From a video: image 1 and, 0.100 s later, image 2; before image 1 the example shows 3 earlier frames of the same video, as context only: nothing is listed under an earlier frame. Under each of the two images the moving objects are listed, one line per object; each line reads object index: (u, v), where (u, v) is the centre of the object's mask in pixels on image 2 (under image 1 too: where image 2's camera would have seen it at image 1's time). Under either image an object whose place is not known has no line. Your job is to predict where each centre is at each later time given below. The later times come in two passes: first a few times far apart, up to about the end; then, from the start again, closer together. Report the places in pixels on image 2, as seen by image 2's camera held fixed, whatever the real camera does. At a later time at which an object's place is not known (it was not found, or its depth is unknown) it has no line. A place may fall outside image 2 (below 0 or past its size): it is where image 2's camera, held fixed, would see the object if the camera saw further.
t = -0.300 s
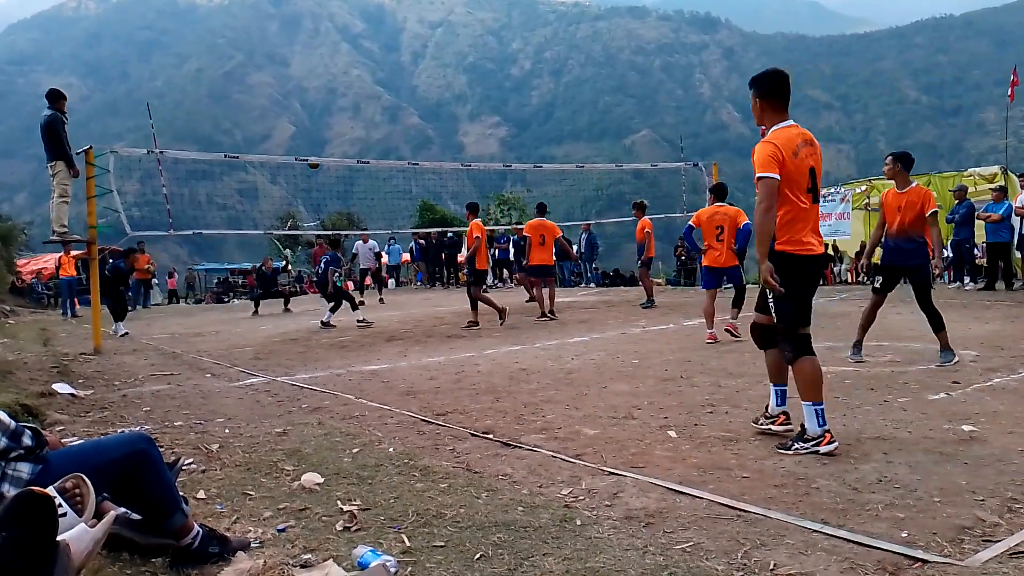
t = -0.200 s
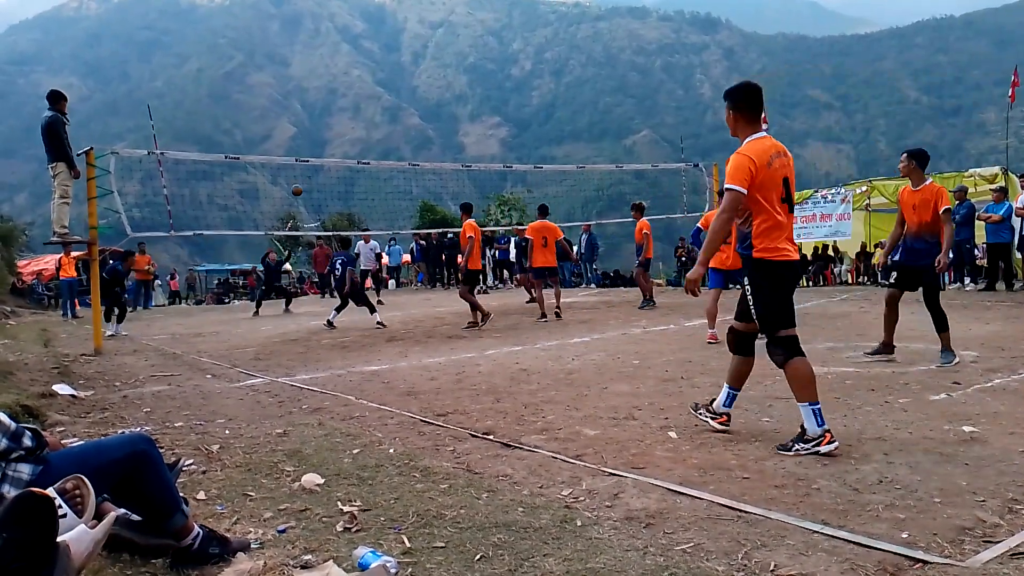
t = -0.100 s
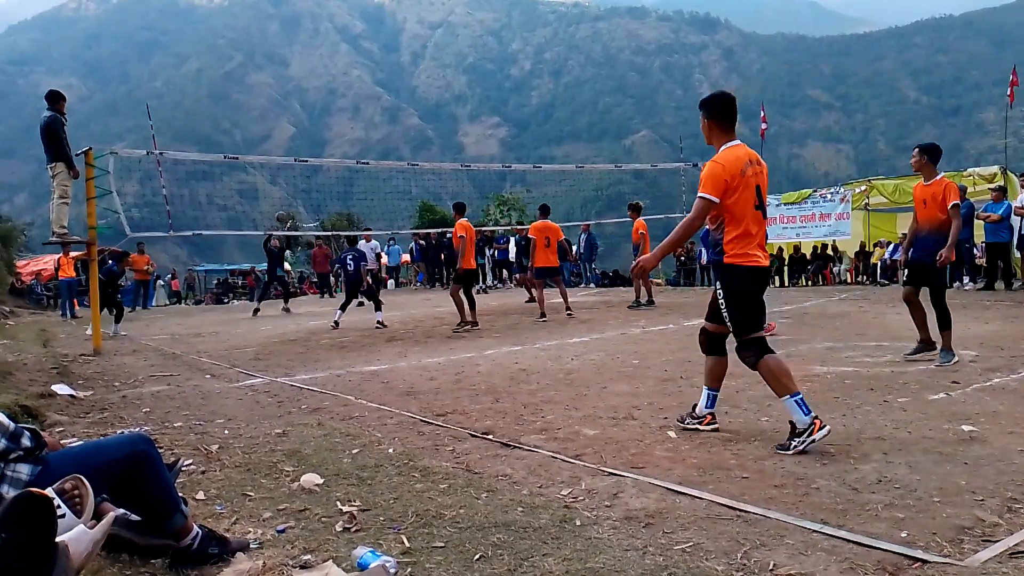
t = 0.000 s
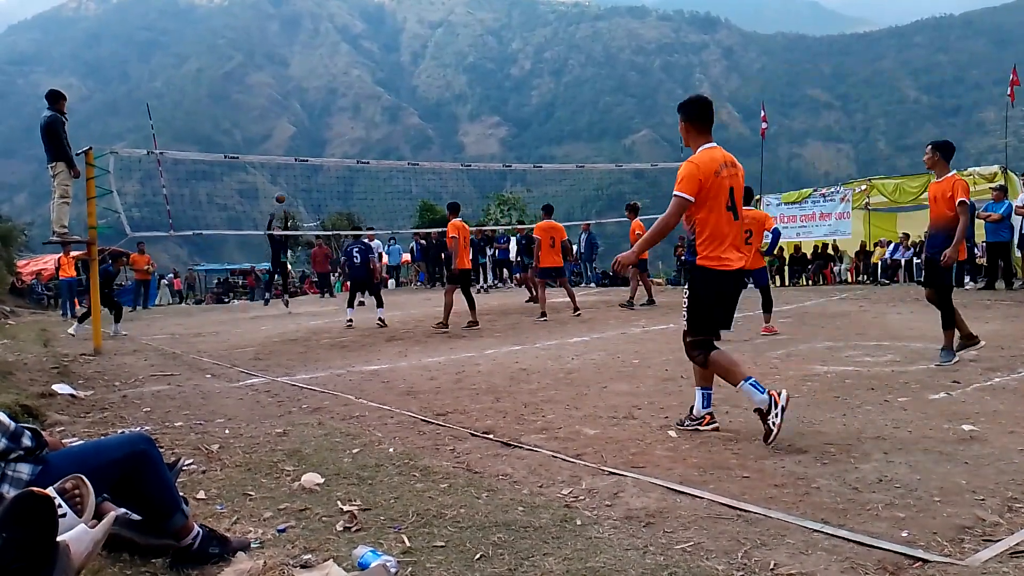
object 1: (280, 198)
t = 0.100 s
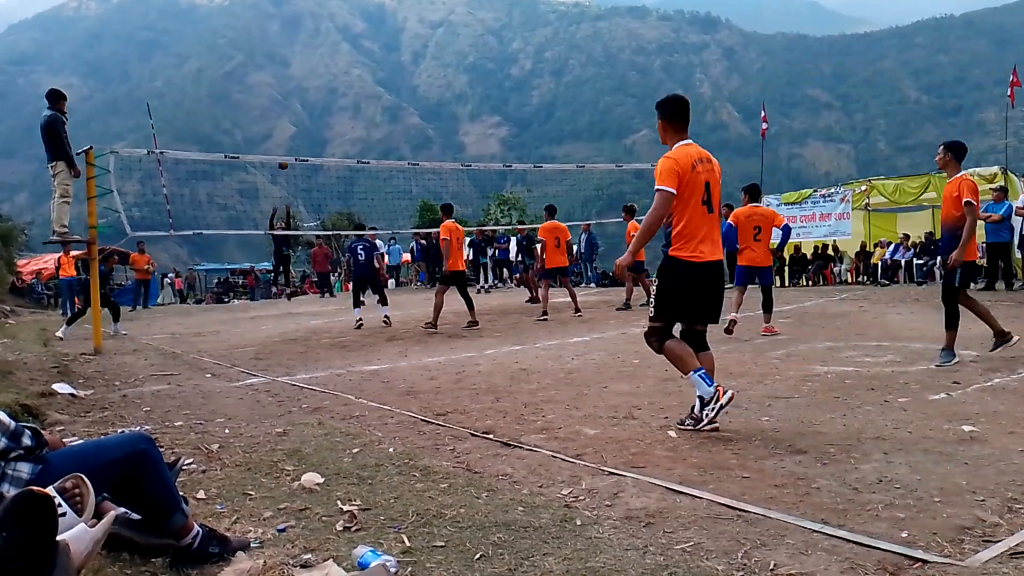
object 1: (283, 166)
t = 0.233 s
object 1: (288, 127)
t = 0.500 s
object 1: (300, 77)
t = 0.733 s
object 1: (313, 64)
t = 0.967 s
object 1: (329, 81)
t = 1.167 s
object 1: (346, 124)
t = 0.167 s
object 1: (285, 144)
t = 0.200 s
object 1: (286, 135)
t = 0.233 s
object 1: (288, 127)
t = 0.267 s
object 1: (289, 119)
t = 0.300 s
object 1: (290, 111)
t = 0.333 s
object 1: (291, 104)
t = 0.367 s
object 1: (293, 97)
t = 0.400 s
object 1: (294, 92)
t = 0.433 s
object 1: (296, 86)
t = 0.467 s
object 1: (298, 81)
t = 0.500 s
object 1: (300, 77)
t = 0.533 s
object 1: (301, 74)
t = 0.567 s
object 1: (303, 71)
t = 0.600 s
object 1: (305, 68)
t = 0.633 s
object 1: (307, 65)
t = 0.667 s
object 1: (309, 64)
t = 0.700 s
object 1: (311, 64)
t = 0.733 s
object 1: (313, 64)
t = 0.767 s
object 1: (315, 64)
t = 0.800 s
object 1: (317, 65)
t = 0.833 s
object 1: (320, 67)
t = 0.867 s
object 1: (322, 69)
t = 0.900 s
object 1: (324, 73)
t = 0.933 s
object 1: (327, 77)
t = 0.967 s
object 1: (329, 81)
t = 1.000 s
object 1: (332, 87)
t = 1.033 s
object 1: (335, 93)
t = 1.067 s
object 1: (338, 99)
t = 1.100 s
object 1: (340, 107)
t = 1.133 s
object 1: (343, 115)
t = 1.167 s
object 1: (346, 124)
